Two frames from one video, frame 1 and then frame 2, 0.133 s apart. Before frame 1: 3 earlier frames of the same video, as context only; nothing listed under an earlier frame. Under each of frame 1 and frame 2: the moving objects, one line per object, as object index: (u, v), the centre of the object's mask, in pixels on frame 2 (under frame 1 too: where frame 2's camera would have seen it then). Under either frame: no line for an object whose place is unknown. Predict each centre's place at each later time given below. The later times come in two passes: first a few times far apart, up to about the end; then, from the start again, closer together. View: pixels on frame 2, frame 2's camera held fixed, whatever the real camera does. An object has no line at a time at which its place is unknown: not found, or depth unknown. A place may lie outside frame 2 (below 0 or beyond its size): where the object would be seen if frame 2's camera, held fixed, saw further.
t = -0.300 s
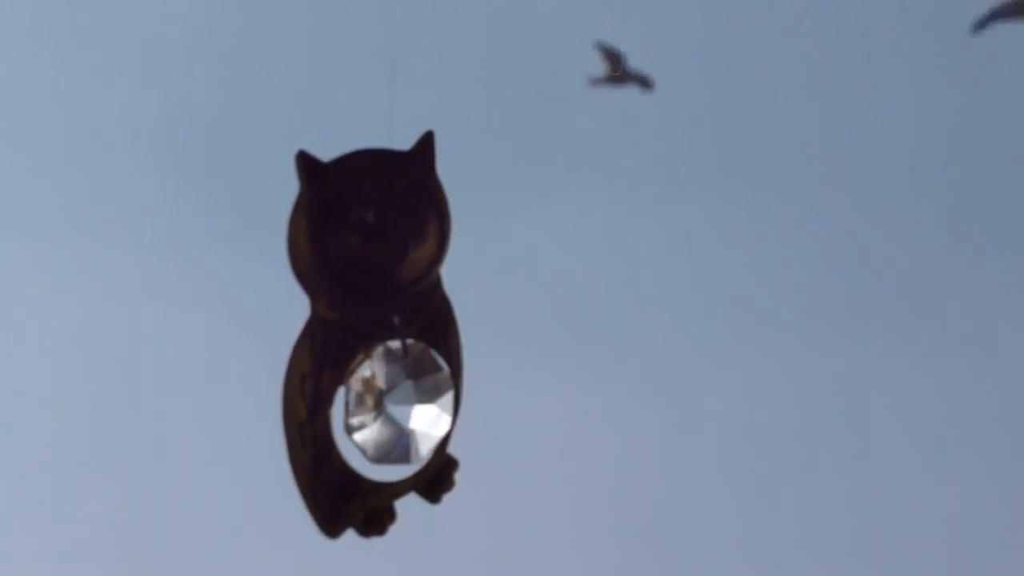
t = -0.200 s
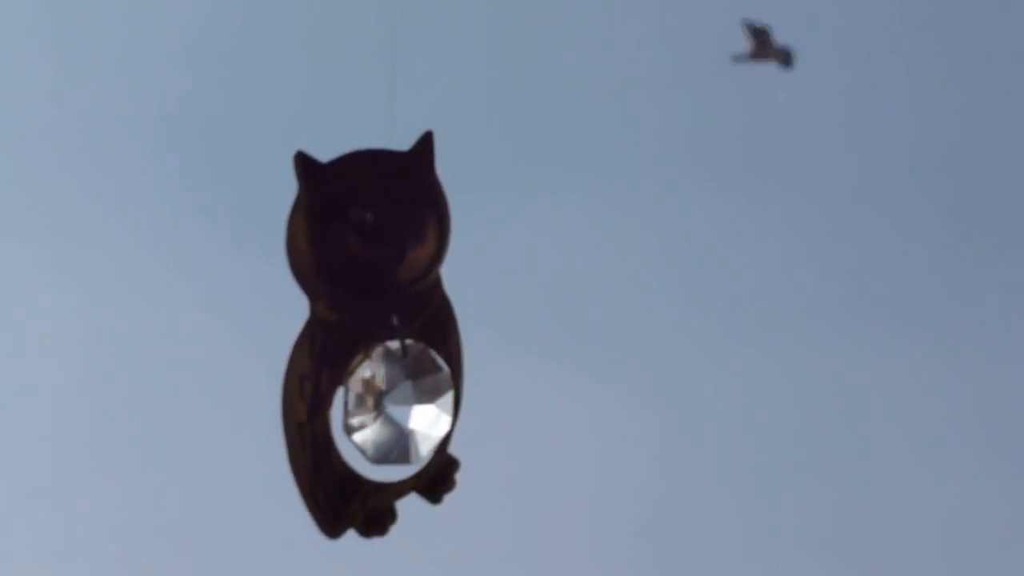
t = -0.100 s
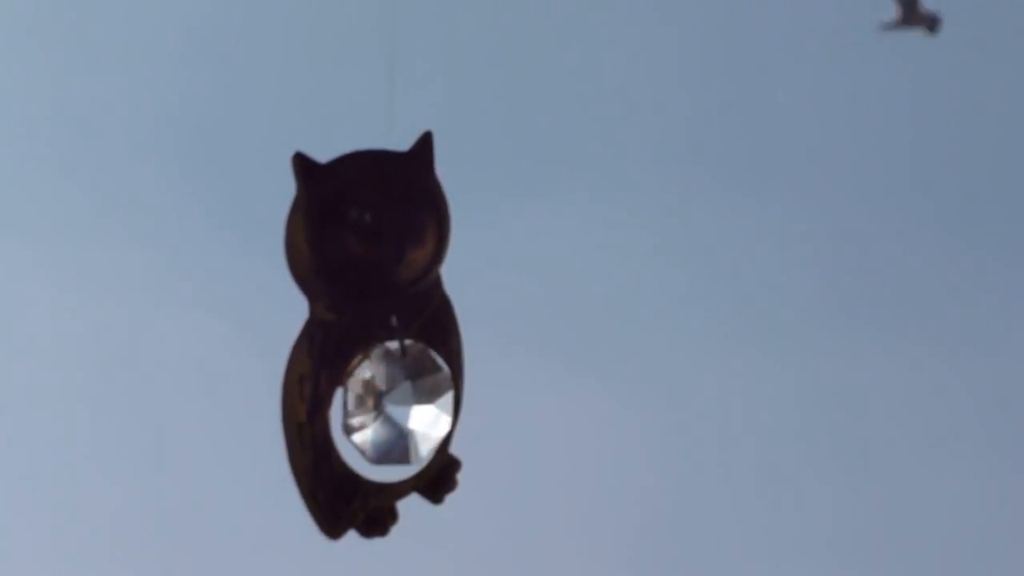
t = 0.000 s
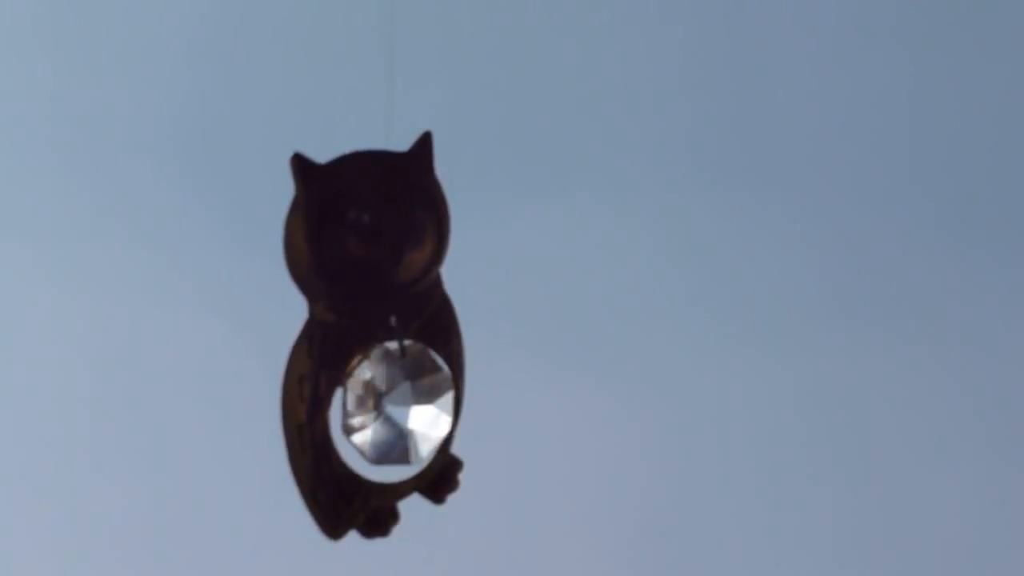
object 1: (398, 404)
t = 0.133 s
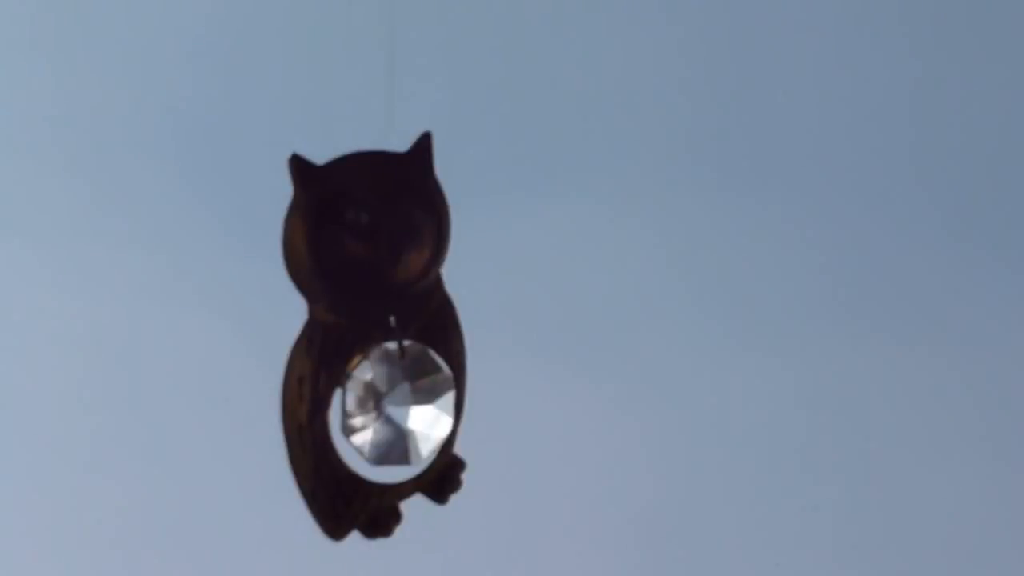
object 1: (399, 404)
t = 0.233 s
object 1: (399, 405)
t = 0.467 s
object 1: (401, 405)
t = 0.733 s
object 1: (403, 404)
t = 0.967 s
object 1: (406, 404)
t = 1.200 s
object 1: (408, 403)
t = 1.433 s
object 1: (410, 404)
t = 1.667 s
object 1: (411, 403)
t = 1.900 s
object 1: (413, 403)
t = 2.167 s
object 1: (415, 403)
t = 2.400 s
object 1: (408, 401)
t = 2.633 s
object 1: (409, 401)
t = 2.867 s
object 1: (407, 401)
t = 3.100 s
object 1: (406, 402)
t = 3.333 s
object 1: (406, 402)
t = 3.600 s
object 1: (406, 399)
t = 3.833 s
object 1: (403, 399)
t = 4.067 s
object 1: (403, 401)
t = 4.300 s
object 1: (403, 401)
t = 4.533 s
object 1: (401, 402)
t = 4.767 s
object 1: (401, 402)
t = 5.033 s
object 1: (401, 402)
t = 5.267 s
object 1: (401, 402)
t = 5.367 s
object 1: (401, 402)
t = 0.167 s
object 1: (399, 404)
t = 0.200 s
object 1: (399, 404)
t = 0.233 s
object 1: (399, 405)
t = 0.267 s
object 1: (400, 405)
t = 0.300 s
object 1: (400, 405)
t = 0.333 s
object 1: (400, 404)
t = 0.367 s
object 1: (400, 405)
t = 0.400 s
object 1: (400, 405)
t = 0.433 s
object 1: (401, 405)
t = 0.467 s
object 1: (401, 405)
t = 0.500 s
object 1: (401, 405)
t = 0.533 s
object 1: (402, 405)
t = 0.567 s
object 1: (402, 405)
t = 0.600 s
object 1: (402, 404)
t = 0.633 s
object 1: (403, 405)
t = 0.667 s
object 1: (403, 405)
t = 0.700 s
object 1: (403, 404)
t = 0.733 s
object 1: (403, 404)
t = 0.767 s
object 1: (404, 404)
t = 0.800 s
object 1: (404, 404)
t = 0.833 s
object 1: (404, 404)
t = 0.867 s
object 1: (405, 404)
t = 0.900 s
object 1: (405, 405)
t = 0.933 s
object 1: (405, 404)
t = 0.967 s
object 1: (406, 404)
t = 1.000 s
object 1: (406, 404)
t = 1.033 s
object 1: (406, 404)
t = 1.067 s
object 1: (406, 403)
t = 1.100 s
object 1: (408, 404)
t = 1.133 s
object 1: (407, 403)
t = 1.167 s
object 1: (408, 403)
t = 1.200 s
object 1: (408, 403)
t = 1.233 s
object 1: (409, 404)
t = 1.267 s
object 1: (408, 403)
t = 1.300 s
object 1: (409, 403)
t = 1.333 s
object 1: (410, 404)
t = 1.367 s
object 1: (409, 403)
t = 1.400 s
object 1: (410, 403)
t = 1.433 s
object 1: (410, 404)
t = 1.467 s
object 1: (410, 404)
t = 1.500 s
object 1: (411, 404)
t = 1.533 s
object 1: (411, 403)
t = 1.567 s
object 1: (411, 403)
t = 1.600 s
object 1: (411, 403)
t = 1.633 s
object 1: (411, 403)
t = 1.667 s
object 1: (411, 403)
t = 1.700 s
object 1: (412, 403)
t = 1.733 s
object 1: (412, 403)
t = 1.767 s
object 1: (412, 403)
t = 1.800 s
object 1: (412, 403)
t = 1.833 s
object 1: (412, 403)
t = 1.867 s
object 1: (413, 403)
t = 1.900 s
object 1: (413, 403)
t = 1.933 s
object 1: (413, 403)
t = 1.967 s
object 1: (413, 403)
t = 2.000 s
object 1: (413, 404)
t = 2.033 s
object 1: (414, 403)
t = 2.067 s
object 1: (414, 403)
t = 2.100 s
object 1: (414, 403)
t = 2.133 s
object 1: (414, 403)
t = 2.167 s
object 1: (415, 403)
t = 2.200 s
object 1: (415, 403)
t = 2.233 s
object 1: (415, 403)
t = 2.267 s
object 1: (415, 403)
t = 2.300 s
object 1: (416, 403)
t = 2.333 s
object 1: (416, 403)
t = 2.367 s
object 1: (408, 401)
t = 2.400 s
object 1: (408, 401)
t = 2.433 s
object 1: (408, 401)
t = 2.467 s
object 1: (408, 401)
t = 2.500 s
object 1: (409, 401)
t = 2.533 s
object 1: (409, 401)
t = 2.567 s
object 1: (409, 401)
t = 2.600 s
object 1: (409, 401)
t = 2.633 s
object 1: (409, 401)
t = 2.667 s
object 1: (409, 401)
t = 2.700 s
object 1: (409, 400)
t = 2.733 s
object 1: (408, 401)
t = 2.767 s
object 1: (408, 401)
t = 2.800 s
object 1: (407, 401)
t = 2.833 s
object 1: (407, 401)
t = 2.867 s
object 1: (407, 401)
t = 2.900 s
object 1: (407, 401)
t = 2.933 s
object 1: (407, 401)
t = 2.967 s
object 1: (407, 402)
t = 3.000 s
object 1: (407, 402)
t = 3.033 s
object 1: (407, 402)
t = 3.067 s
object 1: (406, 402)
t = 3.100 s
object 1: (406, 402)
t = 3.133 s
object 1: (406, 402)
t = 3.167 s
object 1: (406, 402)
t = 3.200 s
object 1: (406, 402)
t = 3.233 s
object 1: (406, 402)
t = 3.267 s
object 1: (406, 402)
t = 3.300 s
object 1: (406, 402)
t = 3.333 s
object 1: (406, 402)
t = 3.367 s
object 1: (406, 403)
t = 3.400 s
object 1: (407, 401)
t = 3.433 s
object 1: (406, 403)
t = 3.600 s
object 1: (406, 399)
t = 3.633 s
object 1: (407, 399)
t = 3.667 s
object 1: (403, 399)
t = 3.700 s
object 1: (403, 399)
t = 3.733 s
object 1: (403, 399)
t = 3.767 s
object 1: (403, 399)
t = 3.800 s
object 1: (403, 399)
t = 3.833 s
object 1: (403, 399)
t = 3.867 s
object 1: (403, 399)
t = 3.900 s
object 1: (403, 401)
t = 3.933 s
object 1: (403, 401)
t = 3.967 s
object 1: (403, 401)
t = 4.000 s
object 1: (403, 401)
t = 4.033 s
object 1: (403, 401)
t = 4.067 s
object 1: (403, 401)
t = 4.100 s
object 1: (403, 401)
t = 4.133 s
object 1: (403, 401)
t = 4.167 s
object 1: (403, 401)
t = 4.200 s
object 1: (403, 401)
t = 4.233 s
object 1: (403, 401)
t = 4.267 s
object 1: (403, 401)
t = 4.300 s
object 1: (403, 401)
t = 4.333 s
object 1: (403, 402)
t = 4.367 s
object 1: (402, 401)
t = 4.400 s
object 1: (402, 401)
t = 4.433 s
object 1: (402, 402)
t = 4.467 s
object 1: (402, 402)
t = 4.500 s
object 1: (402, 402)
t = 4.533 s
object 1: (401, 402)
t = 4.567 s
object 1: (401, 402)
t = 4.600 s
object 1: (401, 402)
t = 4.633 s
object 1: (401, 401)
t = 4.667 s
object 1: (401, 402)
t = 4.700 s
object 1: (401, 402)
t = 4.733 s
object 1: (401, 402)
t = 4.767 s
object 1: (401, 402)
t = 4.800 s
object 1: (401, 402)
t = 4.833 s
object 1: (401, 402)
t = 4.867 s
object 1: (401, 402)
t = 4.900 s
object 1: (401, 402)
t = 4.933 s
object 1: (401, 402)
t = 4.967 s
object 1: (401, 402)
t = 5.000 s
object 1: (401, 402)
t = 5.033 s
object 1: (401, 402)
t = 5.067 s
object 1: (401, 402)
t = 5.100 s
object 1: (401, 402)
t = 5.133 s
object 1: (401, 402)
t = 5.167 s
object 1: (401, 402)
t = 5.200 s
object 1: (401, 402)
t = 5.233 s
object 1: (401, 402)
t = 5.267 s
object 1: (401, 402)
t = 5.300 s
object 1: (401, 402)
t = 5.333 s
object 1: (401, 402)
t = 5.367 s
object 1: (401, 402)
